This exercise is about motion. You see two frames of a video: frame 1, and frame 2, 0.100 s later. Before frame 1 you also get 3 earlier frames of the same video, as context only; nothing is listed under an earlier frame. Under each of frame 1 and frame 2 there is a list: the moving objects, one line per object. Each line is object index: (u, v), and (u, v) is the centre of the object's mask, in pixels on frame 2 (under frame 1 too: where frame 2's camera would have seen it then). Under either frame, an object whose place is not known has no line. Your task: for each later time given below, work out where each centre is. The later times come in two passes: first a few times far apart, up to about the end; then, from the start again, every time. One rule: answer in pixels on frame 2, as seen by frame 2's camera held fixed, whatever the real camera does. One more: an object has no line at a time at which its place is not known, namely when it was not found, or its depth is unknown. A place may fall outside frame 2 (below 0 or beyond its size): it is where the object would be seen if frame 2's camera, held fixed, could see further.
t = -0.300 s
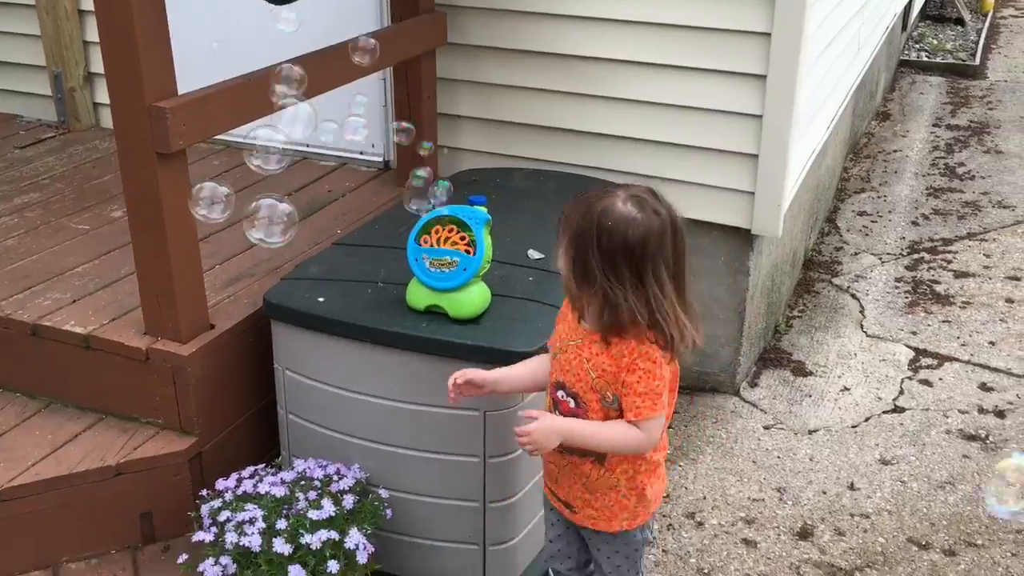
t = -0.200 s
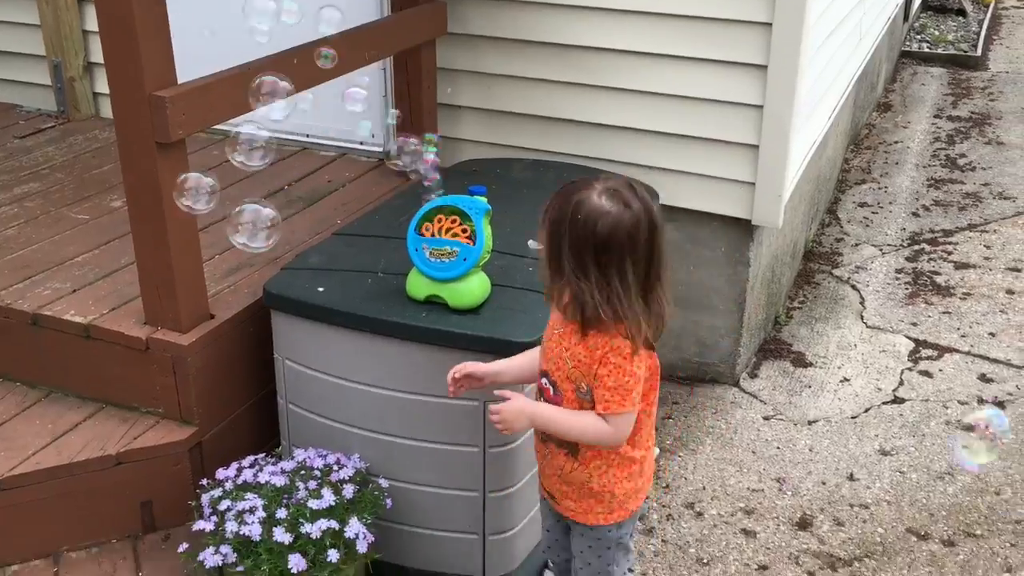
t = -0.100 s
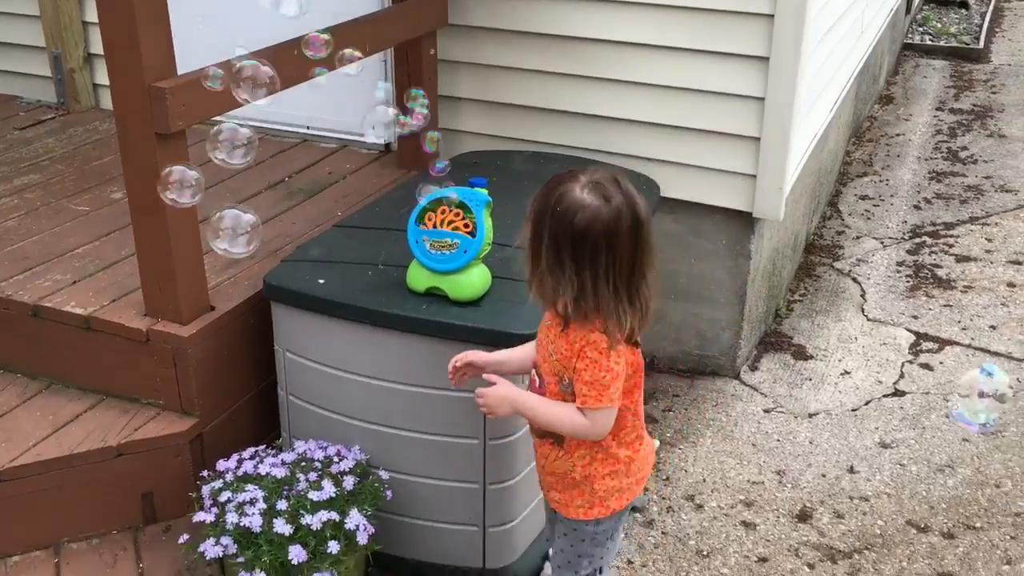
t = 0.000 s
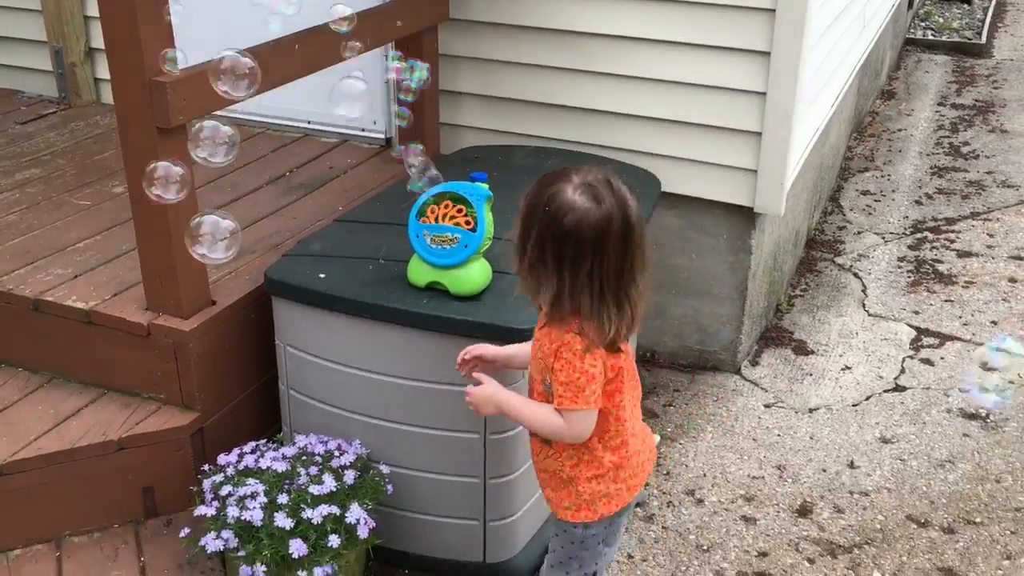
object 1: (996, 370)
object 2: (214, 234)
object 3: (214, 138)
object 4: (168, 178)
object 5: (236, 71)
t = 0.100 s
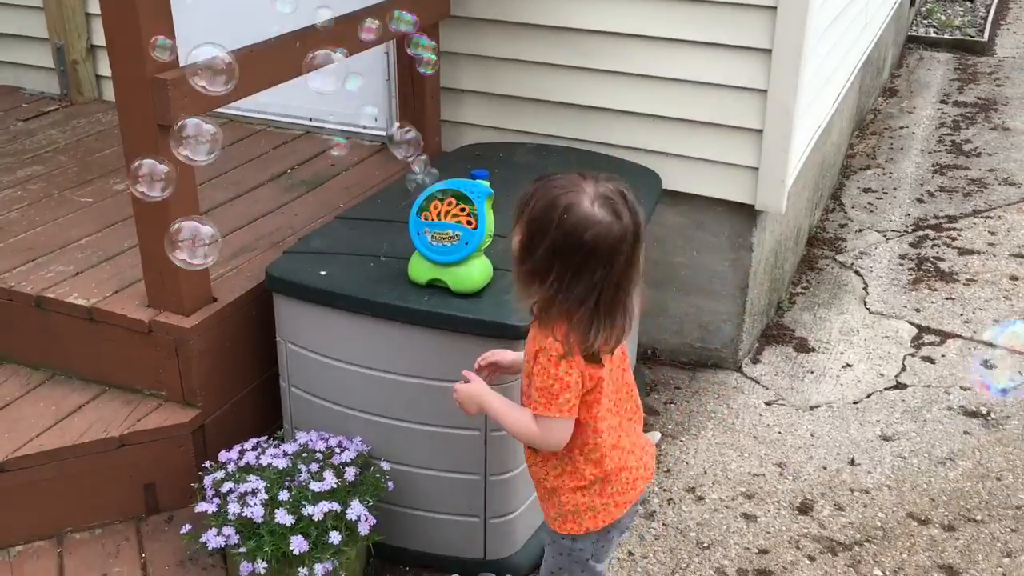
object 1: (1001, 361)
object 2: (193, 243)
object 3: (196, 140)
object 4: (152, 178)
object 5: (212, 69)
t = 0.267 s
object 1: (960, 367)
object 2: (172, 250)
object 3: (166, 139)
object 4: (126, 175)
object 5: (170, 68)
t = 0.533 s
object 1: (720, 358)
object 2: (165, 235)
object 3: (144, 138)
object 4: (113, 171)
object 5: (120, 74)
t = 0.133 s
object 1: (999, 360)
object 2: (187, 245)
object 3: (189, 140)
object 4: (146, 178)
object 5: (204, 68)
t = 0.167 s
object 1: (994, 360)
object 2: (182, 247)
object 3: (183, 140)
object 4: (140, 178)
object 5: (195, 68)
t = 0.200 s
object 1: (988, 363)
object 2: (178, 248)
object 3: (177, 139)
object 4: (135, 177)
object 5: (187, 67)
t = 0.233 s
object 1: (977, 365)
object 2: (175, 249)
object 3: (172, 139)
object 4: (131, 176)
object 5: (179, 68)
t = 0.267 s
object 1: (960, 367)
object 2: (172, 250)
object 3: (166, 139)
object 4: (126, 175)
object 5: (170, 68)
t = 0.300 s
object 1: (942, 366)
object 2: (170, 250)
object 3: (160, 139)
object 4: (123, 175)
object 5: (162, 68)
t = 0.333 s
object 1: (925, 365)
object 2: (169, 249)
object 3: (155, 138)
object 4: (120, 174)
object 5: (154, 68)
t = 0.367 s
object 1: (898, 357)
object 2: (167, 248)
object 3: (151, 138)
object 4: (117, 175)
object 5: (147, 68)
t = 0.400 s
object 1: (875, 356)
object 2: (167, 246)
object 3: (148, 138)
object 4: (116, 174)
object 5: (140, 69)
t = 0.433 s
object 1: (842, 359)
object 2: (166, 244)
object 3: (146, 138)
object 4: (115, 174)
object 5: (135, 70)
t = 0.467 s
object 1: (802, 354)
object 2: (165, 241)
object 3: (144, 138)
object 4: (114, 173)
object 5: (132, 71)
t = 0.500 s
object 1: (763, 355)
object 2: (165, 238)
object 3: (144, 138)
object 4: (113, 172)
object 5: (128, 72)
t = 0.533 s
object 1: (720, 358)
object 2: (165, 235)
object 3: (144, 138)
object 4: (113, 171)
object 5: (120, 74)
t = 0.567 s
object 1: (677, 362)
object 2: (166, 232)
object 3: (145, 137)
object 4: (113, 170)
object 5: (115, 75)
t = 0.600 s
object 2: (166, 228)
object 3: (146, 136)
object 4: (113, 169)
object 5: (112, 76)
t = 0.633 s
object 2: (167, 226)
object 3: (147, 135)
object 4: (114, 167)
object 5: (109, 78)
